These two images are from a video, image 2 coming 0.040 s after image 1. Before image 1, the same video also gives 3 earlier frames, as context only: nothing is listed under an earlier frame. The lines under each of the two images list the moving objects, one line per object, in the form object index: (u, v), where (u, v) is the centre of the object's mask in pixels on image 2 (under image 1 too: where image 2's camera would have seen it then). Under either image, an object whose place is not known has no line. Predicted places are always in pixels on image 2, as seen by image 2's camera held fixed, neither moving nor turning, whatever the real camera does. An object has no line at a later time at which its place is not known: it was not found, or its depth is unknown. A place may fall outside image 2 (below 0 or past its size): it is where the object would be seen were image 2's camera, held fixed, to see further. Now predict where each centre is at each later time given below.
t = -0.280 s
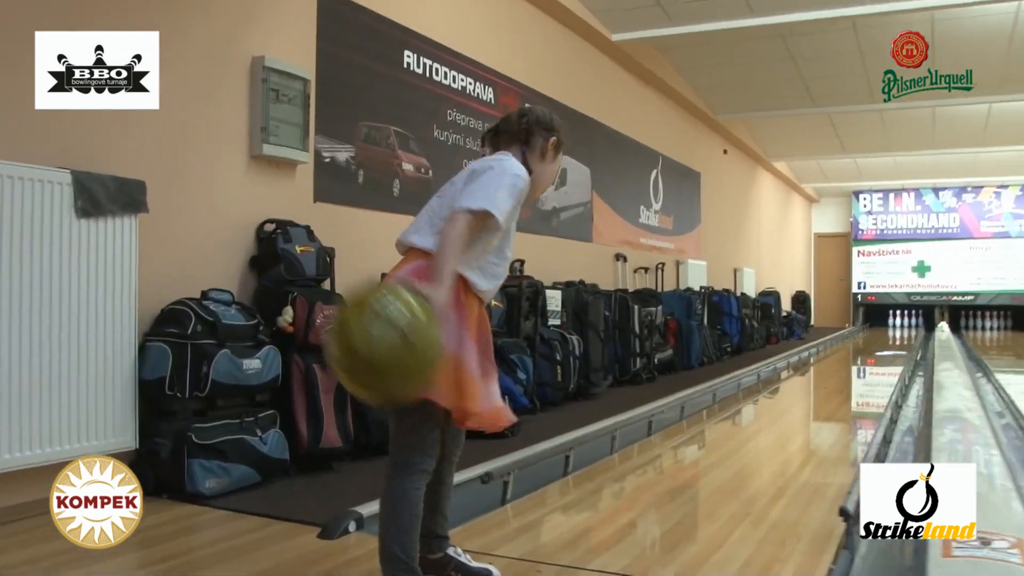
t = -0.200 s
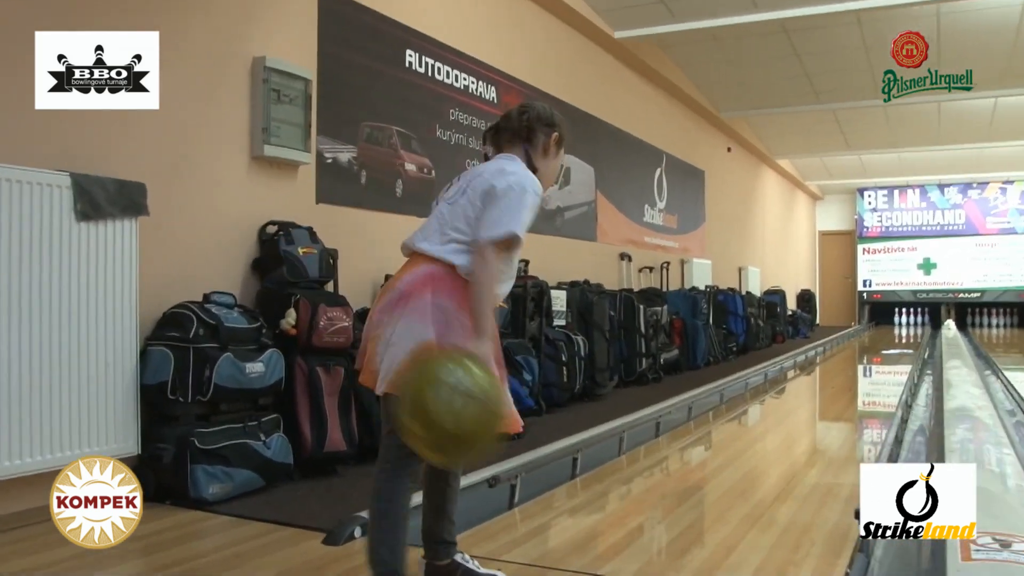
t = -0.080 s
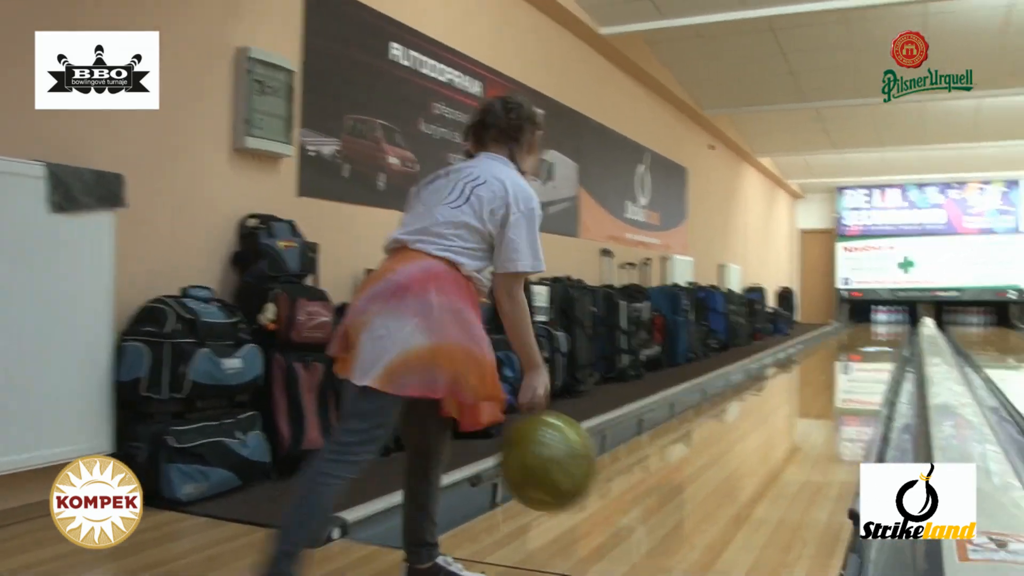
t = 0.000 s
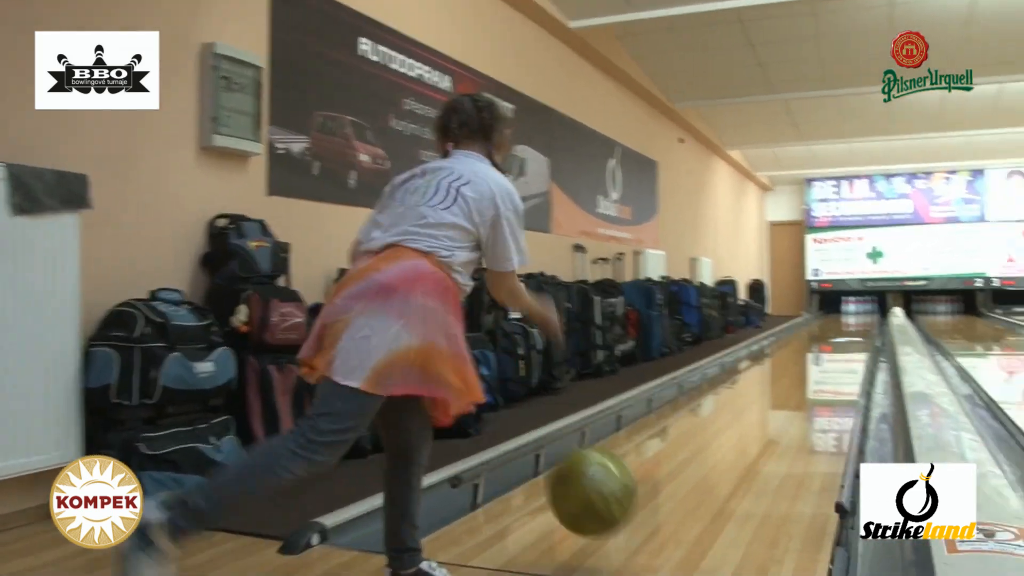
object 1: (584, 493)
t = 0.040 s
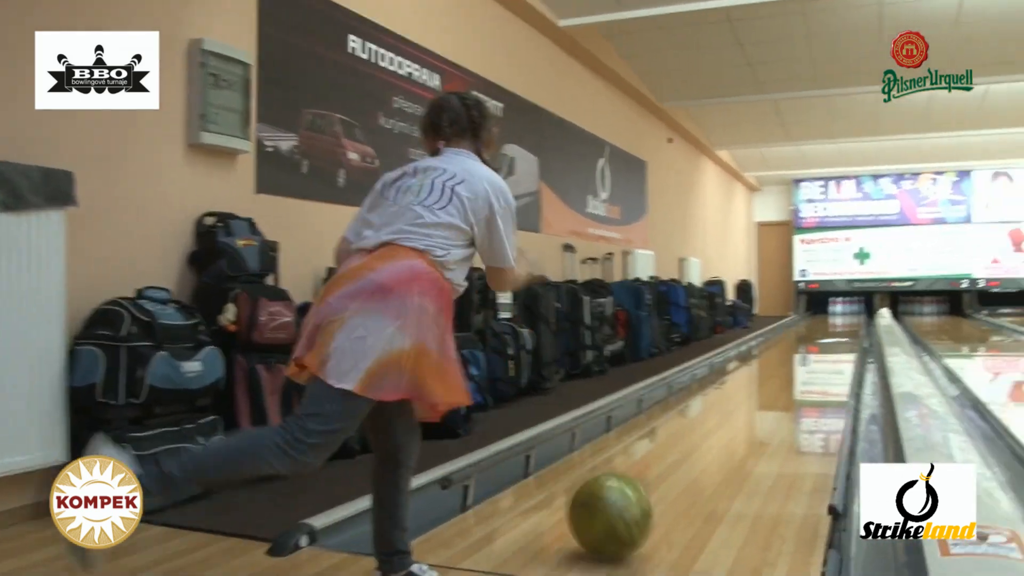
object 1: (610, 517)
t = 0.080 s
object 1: (632, 493)
